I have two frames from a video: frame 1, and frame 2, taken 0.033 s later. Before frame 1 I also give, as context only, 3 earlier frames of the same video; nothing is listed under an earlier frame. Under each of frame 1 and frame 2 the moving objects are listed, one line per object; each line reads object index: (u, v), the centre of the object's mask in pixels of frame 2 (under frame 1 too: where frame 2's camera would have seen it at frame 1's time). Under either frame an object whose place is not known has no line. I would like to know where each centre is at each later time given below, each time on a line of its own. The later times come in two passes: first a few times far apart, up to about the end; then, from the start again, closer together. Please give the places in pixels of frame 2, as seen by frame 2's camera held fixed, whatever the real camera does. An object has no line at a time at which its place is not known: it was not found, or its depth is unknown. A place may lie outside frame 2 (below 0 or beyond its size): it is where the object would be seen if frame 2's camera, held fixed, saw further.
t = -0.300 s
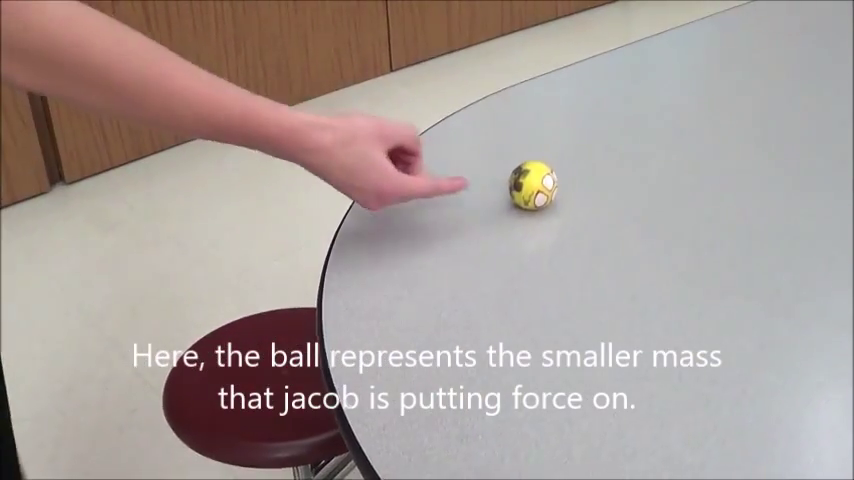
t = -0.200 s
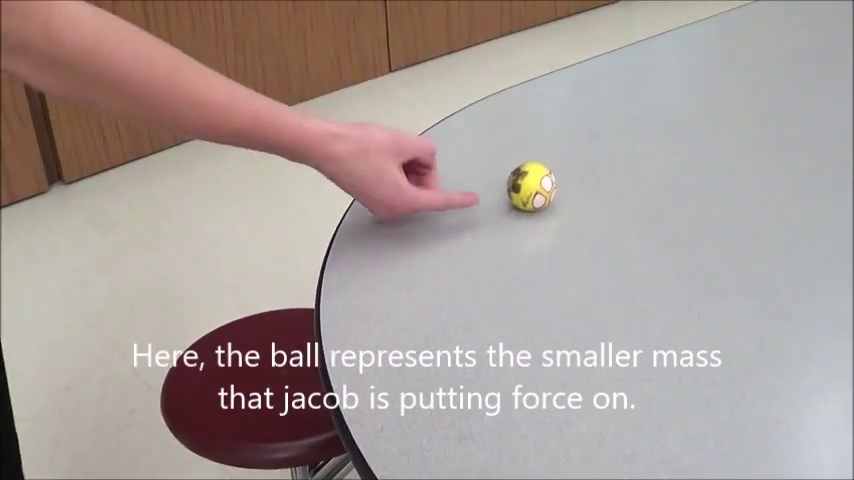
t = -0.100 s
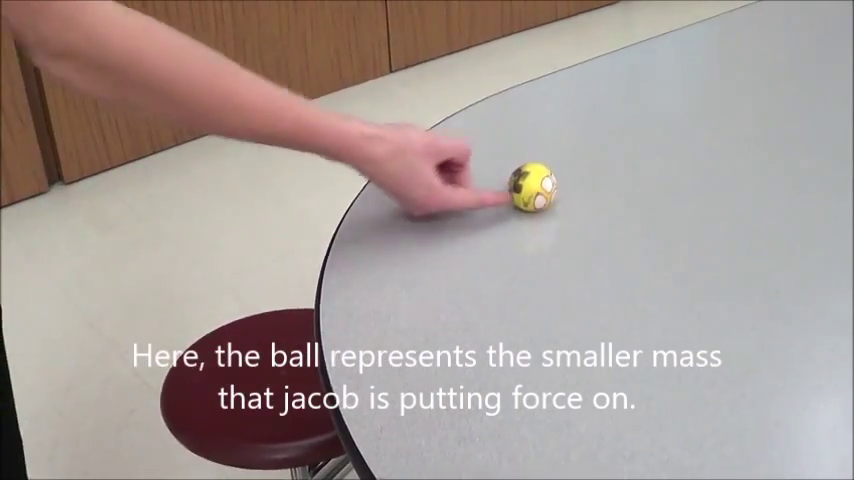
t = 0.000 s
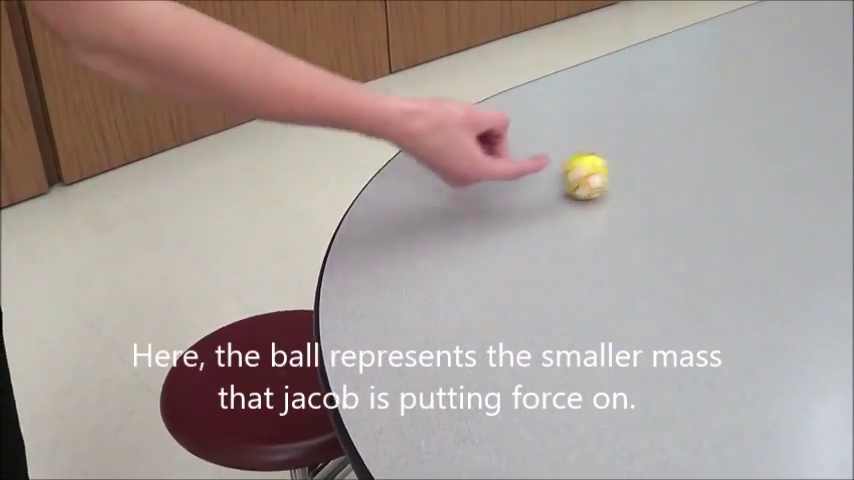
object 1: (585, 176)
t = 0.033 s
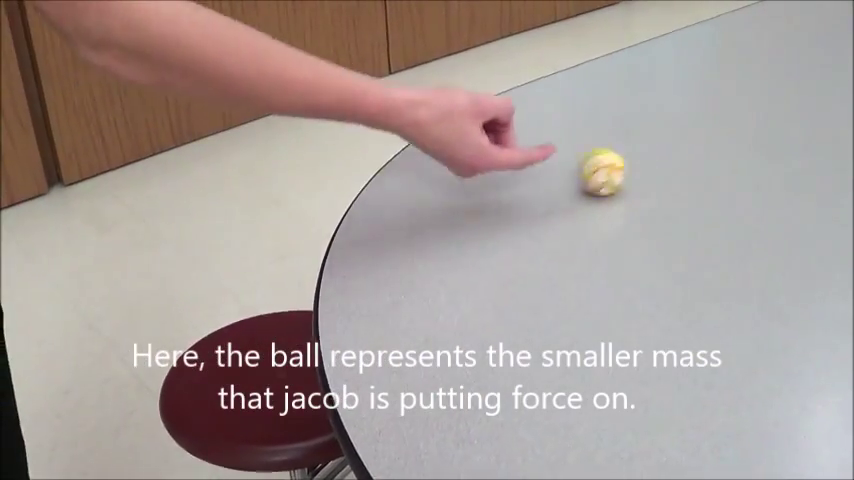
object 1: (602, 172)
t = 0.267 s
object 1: (707, 148)
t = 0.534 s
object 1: (756, 131)
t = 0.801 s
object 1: (731, 120)
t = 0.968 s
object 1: (706, 114)
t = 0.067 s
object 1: (619, 169)
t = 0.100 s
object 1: (635, 165)
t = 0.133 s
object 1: (650, 162)
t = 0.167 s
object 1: (666, 158)
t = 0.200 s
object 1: (681, 155)
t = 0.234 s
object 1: (694, 151)
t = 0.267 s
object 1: (707, 148)
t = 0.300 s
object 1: (719, 145)
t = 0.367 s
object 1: (735, 141)
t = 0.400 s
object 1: (739, 140)
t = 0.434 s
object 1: (746, 140)
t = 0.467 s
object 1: (752, 136)
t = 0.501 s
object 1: (756, 133)
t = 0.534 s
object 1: (756, 131)
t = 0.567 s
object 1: (755, 130)
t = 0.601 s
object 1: (754, 128)
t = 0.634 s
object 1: (752, 126)
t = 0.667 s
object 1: (749, 124)
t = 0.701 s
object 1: (727, 128)
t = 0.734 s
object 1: (740, 123)
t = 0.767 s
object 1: (735, 122)
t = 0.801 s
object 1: (731, 120)
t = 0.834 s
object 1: (725, 120)
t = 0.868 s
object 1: (719, 118)
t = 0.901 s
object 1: (713, 117)
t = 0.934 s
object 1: (707, 116)
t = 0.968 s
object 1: (706, 114)
